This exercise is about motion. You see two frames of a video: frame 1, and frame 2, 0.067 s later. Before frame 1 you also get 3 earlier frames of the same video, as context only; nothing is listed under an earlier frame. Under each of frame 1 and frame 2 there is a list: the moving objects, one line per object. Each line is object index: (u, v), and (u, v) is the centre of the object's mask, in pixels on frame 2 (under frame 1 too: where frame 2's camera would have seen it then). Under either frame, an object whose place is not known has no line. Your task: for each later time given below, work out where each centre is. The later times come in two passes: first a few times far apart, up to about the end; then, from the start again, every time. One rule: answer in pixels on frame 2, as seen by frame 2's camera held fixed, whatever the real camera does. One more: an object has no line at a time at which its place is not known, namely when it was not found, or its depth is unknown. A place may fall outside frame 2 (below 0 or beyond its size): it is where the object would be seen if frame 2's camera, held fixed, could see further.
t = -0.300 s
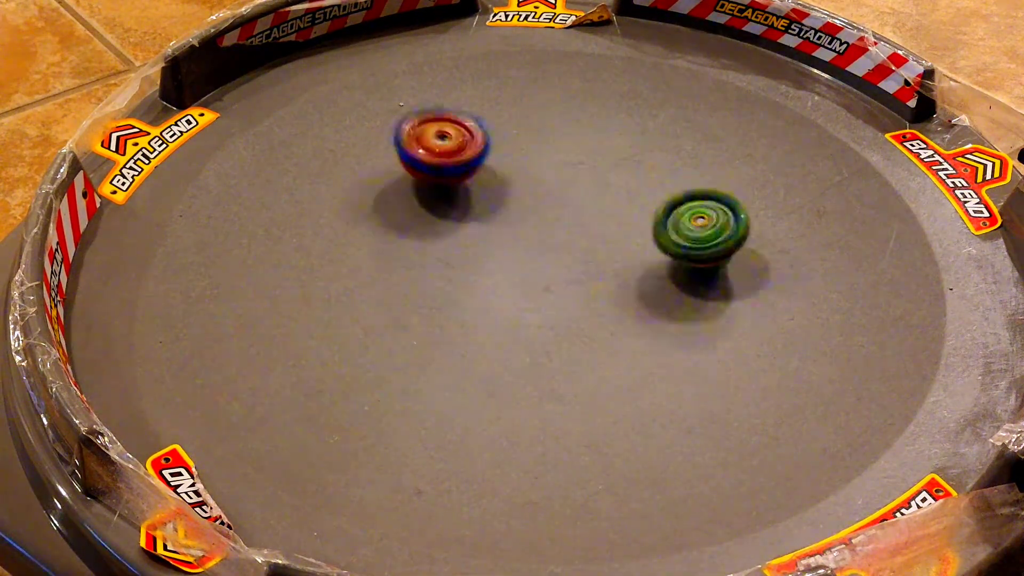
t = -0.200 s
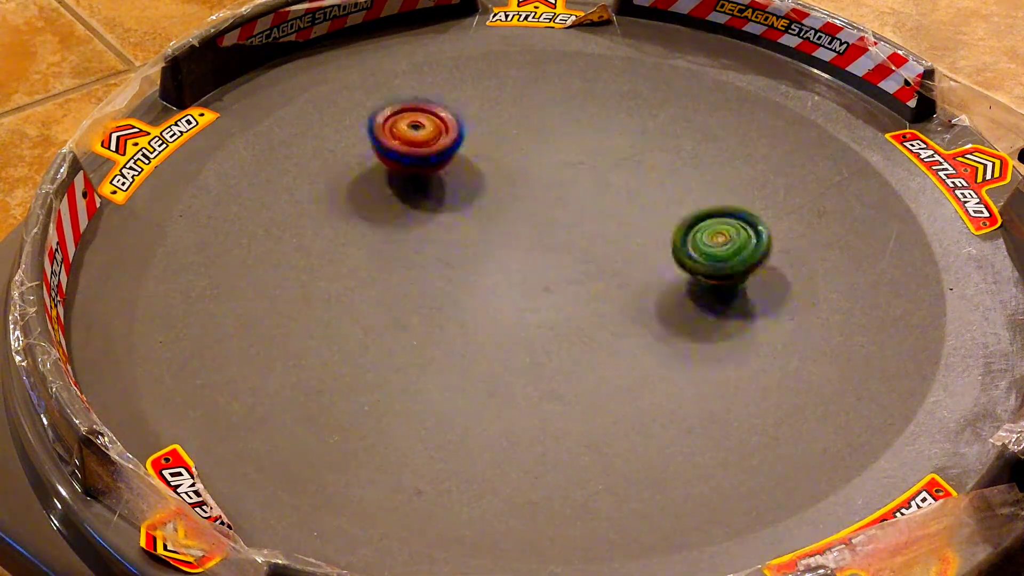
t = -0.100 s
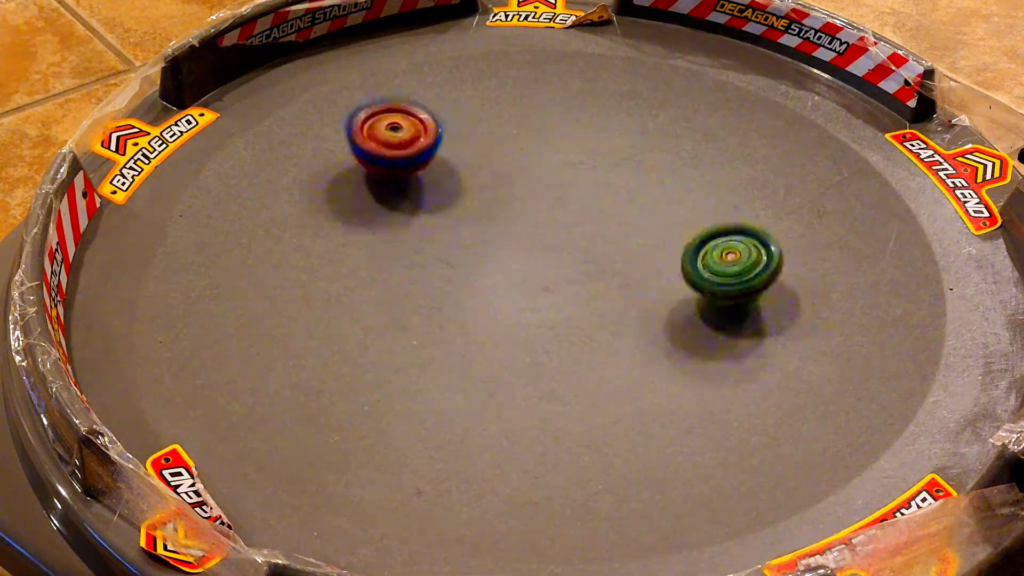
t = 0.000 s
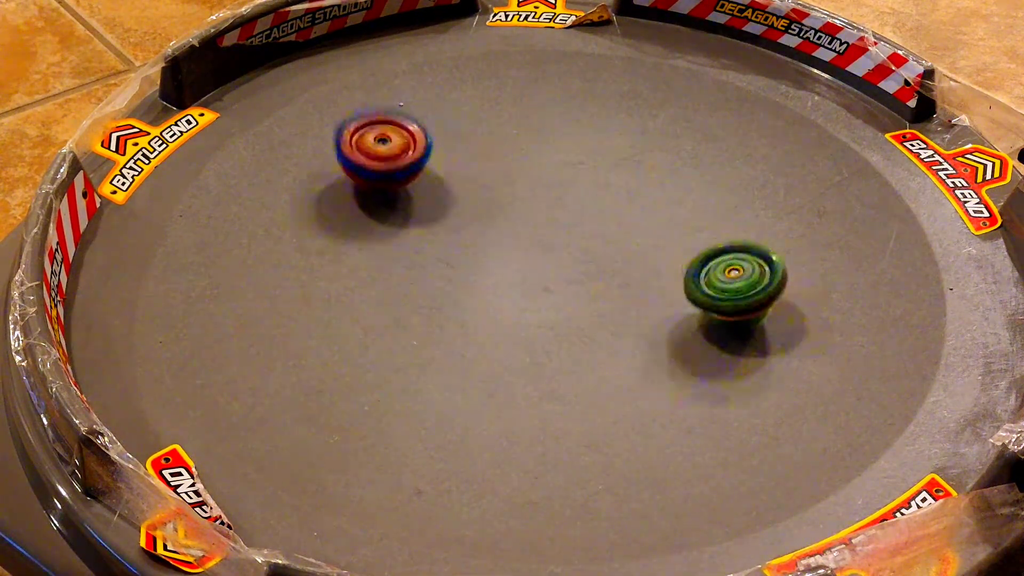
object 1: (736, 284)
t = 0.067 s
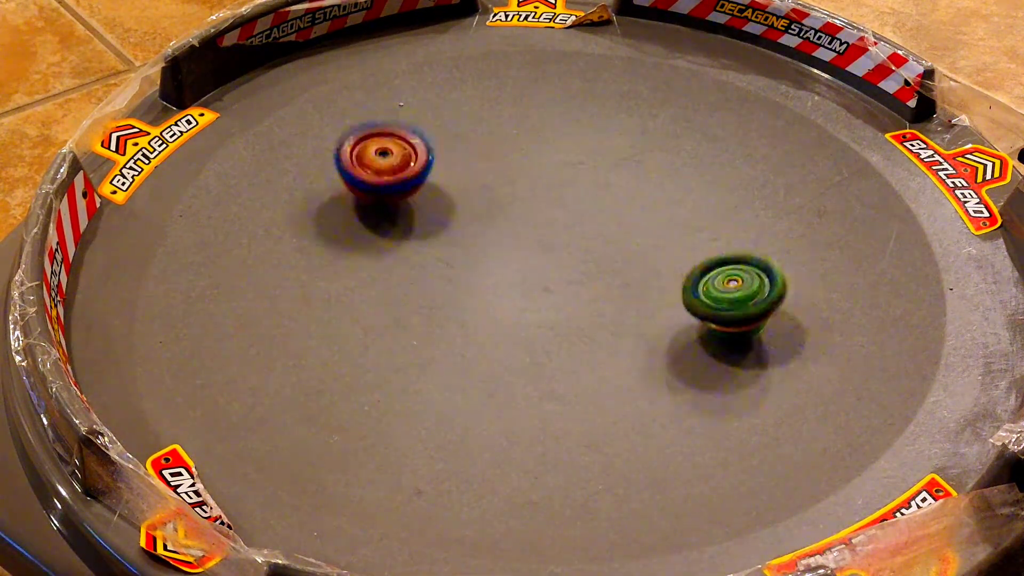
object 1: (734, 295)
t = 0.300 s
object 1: (697, 331)
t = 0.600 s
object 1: (601, 350)
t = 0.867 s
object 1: (499, 338)
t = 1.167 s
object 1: (416, 289)
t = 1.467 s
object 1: (394, 226)
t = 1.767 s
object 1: (434, 179)
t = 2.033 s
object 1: (504, 162)
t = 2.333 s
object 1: (595, 173)
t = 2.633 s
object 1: (666, 214)
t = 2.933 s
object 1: (690, 274)
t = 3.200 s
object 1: (655, 324)
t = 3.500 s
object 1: (565, 353)
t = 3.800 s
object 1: (465, 331)
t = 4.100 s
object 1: (414, 278)
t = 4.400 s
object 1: (433, 218)
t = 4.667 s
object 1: (487, 187)
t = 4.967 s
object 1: (419, 184)
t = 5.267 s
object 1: (431, 203)
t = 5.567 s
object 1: (477, 245)
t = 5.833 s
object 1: (512, 268)
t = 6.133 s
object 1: (380, 165)
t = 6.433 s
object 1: (391, 111)
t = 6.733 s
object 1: (478, 128)
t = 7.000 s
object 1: (556, 198)
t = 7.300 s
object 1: (629, 152)
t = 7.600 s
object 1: (625, 189)
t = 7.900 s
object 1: (578, 241)
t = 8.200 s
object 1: (512, 280)
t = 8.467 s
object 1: (467, 285)
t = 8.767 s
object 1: (456, 269)
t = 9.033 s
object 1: (485, 270)
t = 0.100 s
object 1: (732, 302)
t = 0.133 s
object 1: (729, 308)
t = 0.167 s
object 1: (724, 313)
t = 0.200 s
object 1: (719, 319)
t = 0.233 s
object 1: (712, 324)
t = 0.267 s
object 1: (705, 326)
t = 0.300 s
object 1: (697, 331)
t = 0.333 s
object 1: (688, 336)
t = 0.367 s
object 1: (679, 338)
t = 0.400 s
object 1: (670, 341)
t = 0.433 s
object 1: (659, 344)
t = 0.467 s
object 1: (649, 347)
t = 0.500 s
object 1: (637, 349)
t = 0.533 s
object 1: (626, 349)
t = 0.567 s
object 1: (614, 349)
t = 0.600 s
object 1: (601, 350)
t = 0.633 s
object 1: (588, 350)
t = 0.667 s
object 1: (575, 350)
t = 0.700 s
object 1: (562, 350)
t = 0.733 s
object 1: (549, 348)
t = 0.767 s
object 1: (536, 347)
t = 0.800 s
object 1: (524, 343)
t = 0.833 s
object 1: (511, 342)
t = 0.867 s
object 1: (499, 338)
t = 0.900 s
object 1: (487, 335)
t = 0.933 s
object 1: (476, 330)
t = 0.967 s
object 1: (465, 325)
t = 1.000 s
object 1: (455, 320)
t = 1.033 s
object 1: (446, 315)
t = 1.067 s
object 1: (437, 308)
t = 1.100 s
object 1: (430, 302)
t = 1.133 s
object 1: (423, 296)
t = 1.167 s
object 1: (416, 289)
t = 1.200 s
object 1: (410, 283)
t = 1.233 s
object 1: (405, 274)
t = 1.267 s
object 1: (401, 267)
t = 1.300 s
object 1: (398, 260)
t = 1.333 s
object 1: (396, 253)
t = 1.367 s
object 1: (394, 246)
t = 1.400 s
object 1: (393, 239)
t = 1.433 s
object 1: (393, 232)
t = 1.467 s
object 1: (394, 226)
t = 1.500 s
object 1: (396, 220)
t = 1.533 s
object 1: (398, 214)
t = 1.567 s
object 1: (401, 207)
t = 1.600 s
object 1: (405, 203)
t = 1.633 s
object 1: (410, 197)
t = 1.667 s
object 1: (415, 192)
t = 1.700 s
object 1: (421, 188)
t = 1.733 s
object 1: (428, 182)
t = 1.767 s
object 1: (434, 179)
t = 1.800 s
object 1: (442, 175)
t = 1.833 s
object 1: (450, 172)
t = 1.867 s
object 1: (458, 169)
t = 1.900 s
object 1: (466, 167)
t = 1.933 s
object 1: (475, 165)
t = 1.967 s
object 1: (485, 164)
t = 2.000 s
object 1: (494, 164)
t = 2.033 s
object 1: (504, 162)
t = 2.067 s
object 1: (514, 161)
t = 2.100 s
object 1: (524, 162)
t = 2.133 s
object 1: (534, 163)
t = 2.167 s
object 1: (544, 162)
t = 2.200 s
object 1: (555, 164)
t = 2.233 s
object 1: (565, 166)
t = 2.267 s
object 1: (575, 168)
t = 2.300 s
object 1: (585, 170)
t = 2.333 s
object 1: (595, 173)
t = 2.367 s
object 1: (605, 176)
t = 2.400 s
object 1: (614, 179)
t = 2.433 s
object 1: (623, 182)
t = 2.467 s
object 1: (631, 187)
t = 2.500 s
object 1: (639, 191)
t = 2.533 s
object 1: (647, 196)
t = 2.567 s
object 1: (654, 202)
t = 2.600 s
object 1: (660, 208)
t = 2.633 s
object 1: (666, 214)
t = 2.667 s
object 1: (671, 220)
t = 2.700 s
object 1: (676, 226)
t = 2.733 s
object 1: (680, 233)
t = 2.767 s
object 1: (684, 239)
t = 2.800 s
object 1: (686, 246)
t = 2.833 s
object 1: (689, 253)
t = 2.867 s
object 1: (690, 260)
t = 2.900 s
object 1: (690, 267)
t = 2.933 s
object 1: (690, 274)
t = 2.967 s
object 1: (688, 281)
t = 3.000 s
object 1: (686, 287)
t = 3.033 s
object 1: (683, 294)
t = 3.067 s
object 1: (679, 300)
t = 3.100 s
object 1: (674, 307)
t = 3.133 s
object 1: (669, 313)
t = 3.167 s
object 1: (663, 320)
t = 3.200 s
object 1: (655, 324)
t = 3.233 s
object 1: (647, 329)
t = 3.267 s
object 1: (638, 336)
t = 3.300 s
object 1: (628, 340)
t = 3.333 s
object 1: (618, 342)
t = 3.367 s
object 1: (608, 347)
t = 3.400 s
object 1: (597, 348)
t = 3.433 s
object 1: (587, 351)
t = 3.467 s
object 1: (576, 352)
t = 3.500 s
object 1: (565, 353)
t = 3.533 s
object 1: (553, 354)
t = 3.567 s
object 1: (541, 354)
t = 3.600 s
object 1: (529, 353)
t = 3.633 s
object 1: (517, 351)
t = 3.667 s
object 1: (506, 349)
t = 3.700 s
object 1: (495, 347)
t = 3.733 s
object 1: (486, 342)
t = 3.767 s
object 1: (475, 336)
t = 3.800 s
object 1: (465, 331)
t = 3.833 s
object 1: (456, 329)
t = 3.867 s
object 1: (448, 324)
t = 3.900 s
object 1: (441, 318)
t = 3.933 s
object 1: (435, 312)
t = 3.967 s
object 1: (430, 306)
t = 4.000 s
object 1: (425, 297)
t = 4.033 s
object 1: (421, 290)
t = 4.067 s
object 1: (417, 285)
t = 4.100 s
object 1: (414, 278)
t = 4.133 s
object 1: (413, 269)
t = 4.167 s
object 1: (413, 264)
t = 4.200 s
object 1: (414, 256)
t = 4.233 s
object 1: (414, 249)
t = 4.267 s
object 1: (416, 244)
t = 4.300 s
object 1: (418, 236)
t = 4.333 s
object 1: (422, 230)
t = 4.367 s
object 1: (428, 224)
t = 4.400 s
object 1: (433, 218)
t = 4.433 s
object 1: (438, 213)
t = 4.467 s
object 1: (443, 208)
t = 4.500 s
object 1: (449, 203)
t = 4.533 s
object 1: (457, 199)
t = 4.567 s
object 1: (465, 195)
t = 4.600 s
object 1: (474, 192)
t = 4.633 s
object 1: (482, 188)
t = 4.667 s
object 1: (487, 187)
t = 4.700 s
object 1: (468, 181)
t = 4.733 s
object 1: (453, 182)
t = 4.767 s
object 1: (443, 181)
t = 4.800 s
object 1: (435, 180)
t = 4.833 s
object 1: (430, 182)
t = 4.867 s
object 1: (427, 182)
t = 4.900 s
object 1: (424, 181)
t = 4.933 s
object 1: (422, 182)
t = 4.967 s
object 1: (419, 184)
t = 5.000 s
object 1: (418, 185)
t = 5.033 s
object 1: (419, 186)
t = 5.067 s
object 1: (419, 188)
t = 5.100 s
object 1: (419, 189)
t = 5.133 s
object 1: (420, 192)
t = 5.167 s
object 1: (422, 195)
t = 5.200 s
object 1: (425, 197)
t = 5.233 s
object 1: (428, 200)
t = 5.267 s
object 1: (431, 203)
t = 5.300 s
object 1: (435, 206)
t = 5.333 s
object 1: (440, 210)
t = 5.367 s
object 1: (444, 214)
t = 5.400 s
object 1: (449, 218)
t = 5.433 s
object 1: (454, 223)
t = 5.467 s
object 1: (460, 227)
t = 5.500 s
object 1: (466, 232)
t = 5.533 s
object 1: (470, 239)
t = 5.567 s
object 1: (477, 245)
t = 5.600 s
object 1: (484, 251)
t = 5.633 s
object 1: (492, 257)
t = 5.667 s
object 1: (499, 264)
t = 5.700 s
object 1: (508, 270)
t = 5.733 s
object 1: (518, 274)
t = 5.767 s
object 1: (527, 279)
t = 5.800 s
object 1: (535, 284)
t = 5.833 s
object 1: (512, 268)
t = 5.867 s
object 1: (482, 251)
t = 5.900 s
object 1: (459, 236)
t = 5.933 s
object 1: (441, 223)
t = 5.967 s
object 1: (426, 212)
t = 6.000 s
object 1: (414, 203)
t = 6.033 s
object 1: (404, 192)
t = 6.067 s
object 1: (394, 183)
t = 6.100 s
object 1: (387, 174)
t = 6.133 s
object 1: (380, 165)
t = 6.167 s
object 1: (376, 157)
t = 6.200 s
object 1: (374, 148)
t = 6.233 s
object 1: (371, 140)
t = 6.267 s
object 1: (373, 133)
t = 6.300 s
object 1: (374, 125)
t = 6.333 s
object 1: (375, 121)
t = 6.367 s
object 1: (381, 116)
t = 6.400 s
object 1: (384, 112)
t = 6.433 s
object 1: (391, 111)
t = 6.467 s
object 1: (398, 109)
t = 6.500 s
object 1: (406, 107)
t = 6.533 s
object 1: (416, 107)
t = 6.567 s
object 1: (424, 108)
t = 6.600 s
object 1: (435, 112)
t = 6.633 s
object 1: (445, 115)
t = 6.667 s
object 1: (456, 119)
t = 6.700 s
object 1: (468, 123)
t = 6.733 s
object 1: (478, 128)
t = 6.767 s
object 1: (490, 137)
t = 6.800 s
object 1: (501, 145)
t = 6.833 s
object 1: (510, 152)
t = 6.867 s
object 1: (522, 160)
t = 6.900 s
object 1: (531, 169)
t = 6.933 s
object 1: (541, 181)
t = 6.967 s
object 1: (549, 189)
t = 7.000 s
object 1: (556, 198)
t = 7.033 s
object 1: (572, 191)
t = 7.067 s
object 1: (586, 176)
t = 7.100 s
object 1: (596, 169)
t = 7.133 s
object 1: (605, 157)
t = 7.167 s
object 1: (614, 152)
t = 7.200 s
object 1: (620, 148)
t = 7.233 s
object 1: (624, 148)
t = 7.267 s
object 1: (628, 149)
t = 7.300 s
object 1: (629, 152)
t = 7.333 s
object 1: (632, 153)
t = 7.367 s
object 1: (633, 157)
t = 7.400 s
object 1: (634, 160)
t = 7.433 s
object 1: (634, 165)
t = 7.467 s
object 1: (634, 170)
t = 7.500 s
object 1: (632, 175)
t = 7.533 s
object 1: (631, 180)
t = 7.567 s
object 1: (628, 184)
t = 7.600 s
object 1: (625, 189)
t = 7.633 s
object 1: (619, 194)
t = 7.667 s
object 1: (615, 200)
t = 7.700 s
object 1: (607, 205)
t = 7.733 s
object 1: (600, 210)
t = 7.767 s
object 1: (591, 216)
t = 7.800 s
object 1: (583, 220)
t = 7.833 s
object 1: (584, 228)
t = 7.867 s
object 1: (584, 234)
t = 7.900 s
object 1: (578, 241)
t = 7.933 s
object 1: (573, 246)
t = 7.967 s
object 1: (567, 252)
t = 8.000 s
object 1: (560, 257)
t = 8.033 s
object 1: (552, 263)
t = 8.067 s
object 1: (545, 267)
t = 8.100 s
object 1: (537, 271)
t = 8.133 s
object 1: (528, 274)
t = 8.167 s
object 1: (520, 277)
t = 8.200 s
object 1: (512, 280)
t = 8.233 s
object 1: (505, 280)
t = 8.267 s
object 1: (496, 281)
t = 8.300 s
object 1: (492, 283)
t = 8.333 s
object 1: (488, 287)
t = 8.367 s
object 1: (482, 288)
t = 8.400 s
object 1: (475, 286)
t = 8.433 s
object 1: (473, 285)
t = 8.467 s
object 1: (467, 285)
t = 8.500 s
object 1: (464, 285)
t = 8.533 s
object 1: (460, 282)
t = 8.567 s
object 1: (458, 280)
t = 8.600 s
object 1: (457, 277)
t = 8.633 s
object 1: (456, 273)
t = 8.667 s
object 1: (455, 272)
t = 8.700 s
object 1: (452, 273)
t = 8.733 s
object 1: (455, 271)
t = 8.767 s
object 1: (456, 269)
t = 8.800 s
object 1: (457, 272)
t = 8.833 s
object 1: (460, 272)
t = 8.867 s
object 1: (461, 272)
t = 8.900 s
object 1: (466, 269)
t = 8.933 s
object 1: (469, 269)
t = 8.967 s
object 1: (474, 269)
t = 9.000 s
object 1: (481, 270)
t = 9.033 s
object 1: (485, 270)
